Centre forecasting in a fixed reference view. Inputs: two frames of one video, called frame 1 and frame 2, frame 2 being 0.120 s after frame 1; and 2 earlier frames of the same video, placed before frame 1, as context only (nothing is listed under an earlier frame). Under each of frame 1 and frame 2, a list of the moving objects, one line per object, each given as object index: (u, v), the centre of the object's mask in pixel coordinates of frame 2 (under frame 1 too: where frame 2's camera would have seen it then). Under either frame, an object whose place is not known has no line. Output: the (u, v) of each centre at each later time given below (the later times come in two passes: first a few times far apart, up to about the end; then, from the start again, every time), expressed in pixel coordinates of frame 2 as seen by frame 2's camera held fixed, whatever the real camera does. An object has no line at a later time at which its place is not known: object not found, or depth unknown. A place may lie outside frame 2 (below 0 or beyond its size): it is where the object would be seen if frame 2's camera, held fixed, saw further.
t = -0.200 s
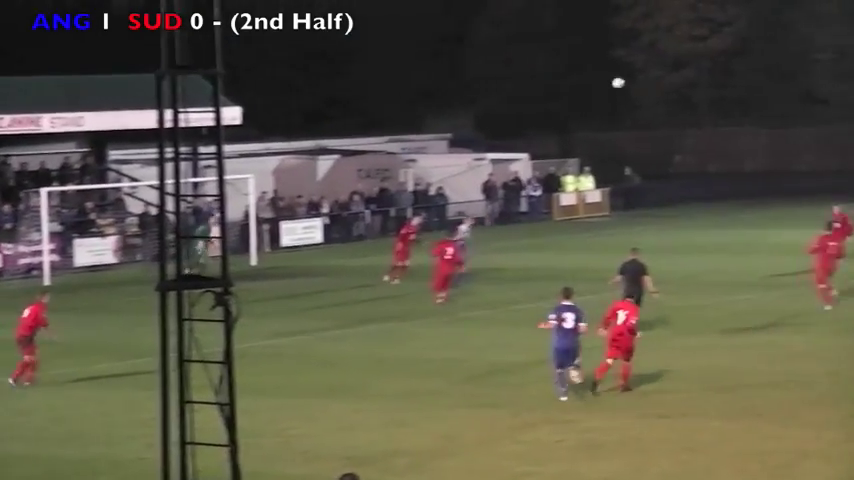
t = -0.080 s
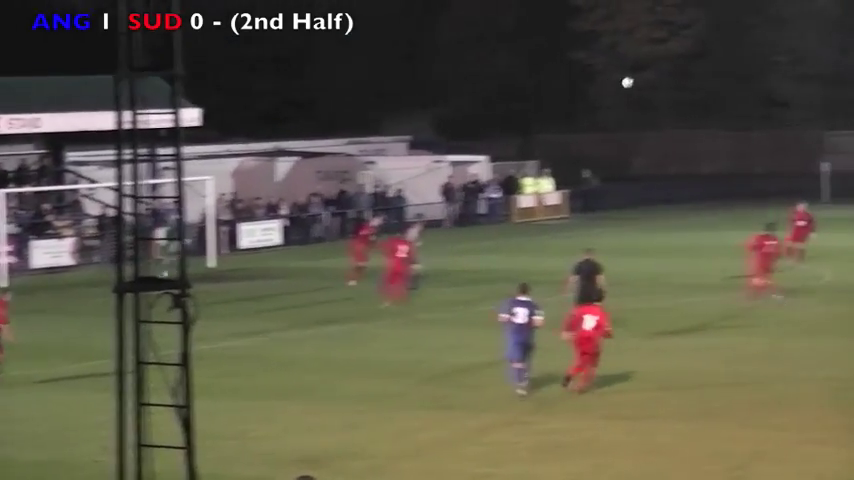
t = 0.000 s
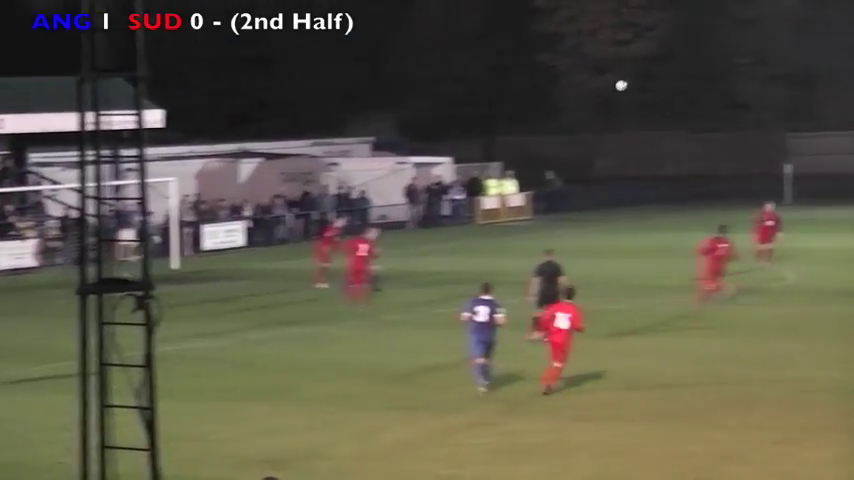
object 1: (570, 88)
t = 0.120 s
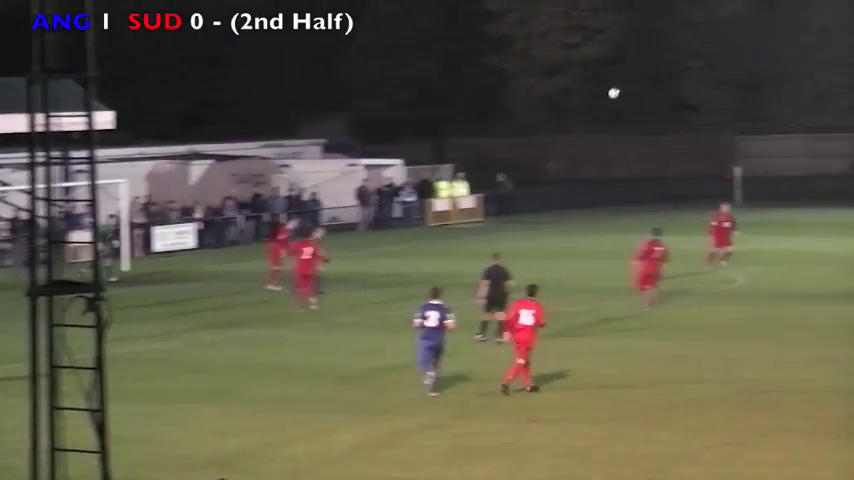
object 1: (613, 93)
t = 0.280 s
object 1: (665, 105)
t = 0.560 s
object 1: (743, 144)
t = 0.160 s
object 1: (627, 95)
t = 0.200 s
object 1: (640, 98)
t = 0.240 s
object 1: (653, 102)
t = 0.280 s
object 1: (665, 105)
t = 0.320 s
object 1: (677, 109)
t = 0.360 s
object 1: (689, 114)
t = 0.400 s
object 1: (700, 119)
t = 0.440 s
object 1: (711, 125)
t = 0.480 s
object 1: (722, 131)
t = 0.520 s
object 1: (733, 137)
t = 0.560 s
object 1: (743, 144)
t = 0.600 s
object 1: (753, 151)
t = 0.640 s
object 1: (762, 159)
